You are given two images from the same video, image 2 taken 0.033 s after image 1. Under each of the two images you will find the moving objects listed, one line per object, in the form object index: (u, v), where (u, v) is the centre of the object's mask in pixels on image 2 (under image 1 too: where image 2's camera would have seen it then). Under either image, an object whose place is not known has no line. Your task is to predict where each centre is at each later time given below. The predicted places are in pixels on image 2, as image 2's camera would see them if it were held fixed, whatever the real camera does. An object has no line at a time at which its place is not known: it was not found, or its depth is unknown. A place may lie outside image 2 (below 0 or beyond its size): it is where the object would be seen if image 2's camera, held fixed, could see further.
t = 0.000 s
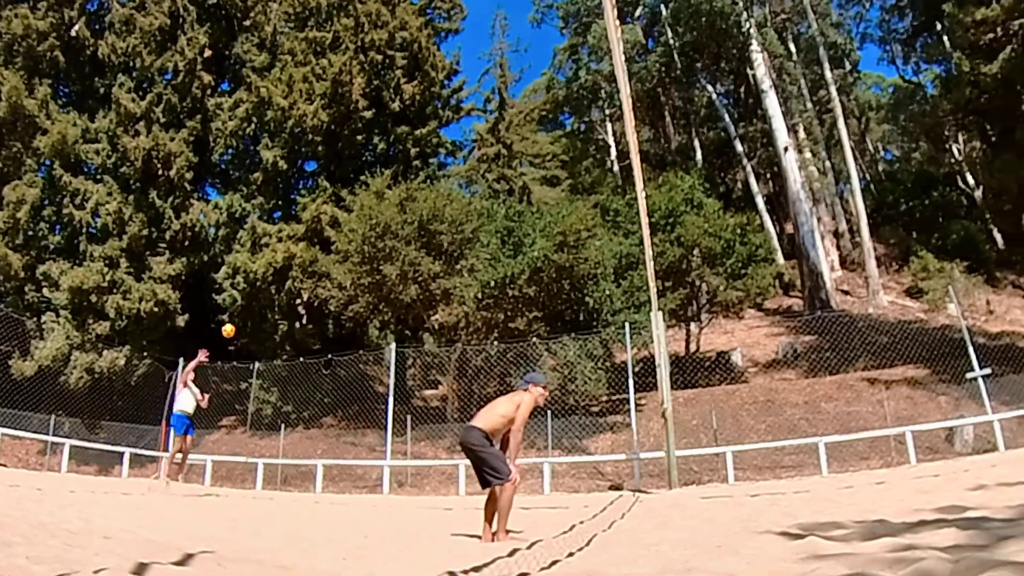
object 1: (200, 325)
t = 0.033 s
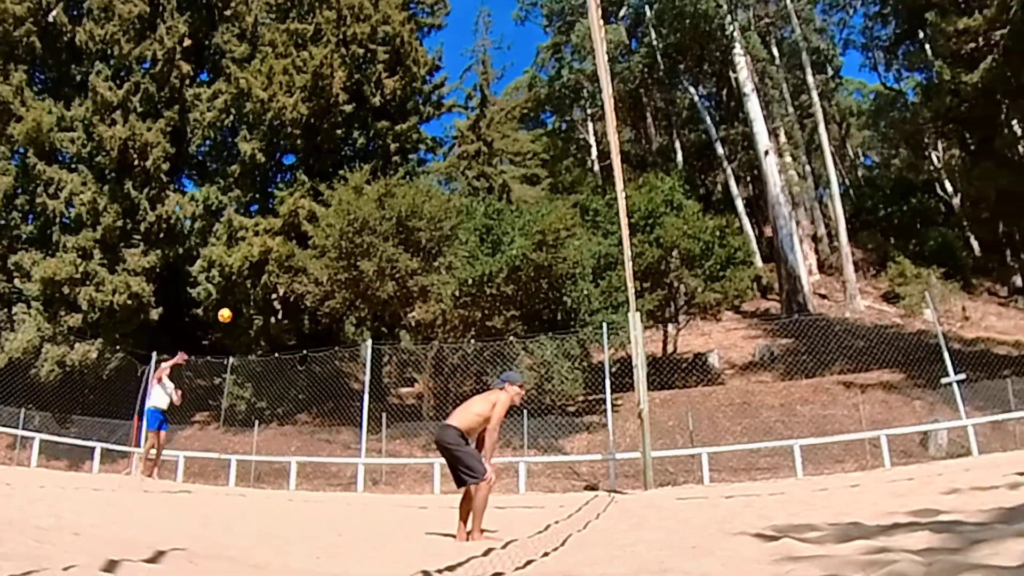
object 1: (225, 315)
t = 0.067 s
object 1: (250, 307)
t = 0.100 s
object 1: (278, 297)
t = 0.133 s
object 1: (307, 288)
